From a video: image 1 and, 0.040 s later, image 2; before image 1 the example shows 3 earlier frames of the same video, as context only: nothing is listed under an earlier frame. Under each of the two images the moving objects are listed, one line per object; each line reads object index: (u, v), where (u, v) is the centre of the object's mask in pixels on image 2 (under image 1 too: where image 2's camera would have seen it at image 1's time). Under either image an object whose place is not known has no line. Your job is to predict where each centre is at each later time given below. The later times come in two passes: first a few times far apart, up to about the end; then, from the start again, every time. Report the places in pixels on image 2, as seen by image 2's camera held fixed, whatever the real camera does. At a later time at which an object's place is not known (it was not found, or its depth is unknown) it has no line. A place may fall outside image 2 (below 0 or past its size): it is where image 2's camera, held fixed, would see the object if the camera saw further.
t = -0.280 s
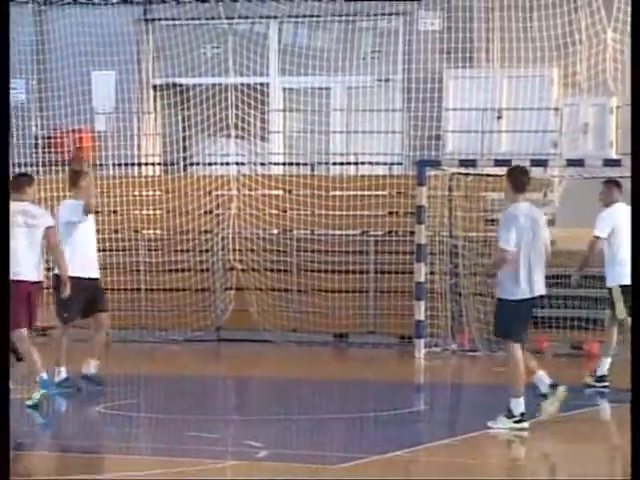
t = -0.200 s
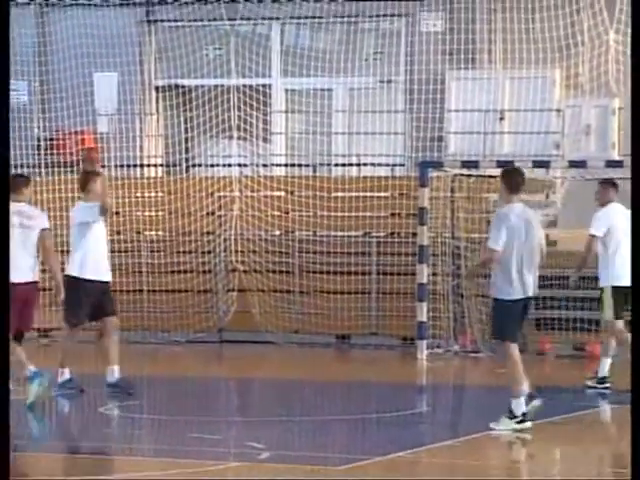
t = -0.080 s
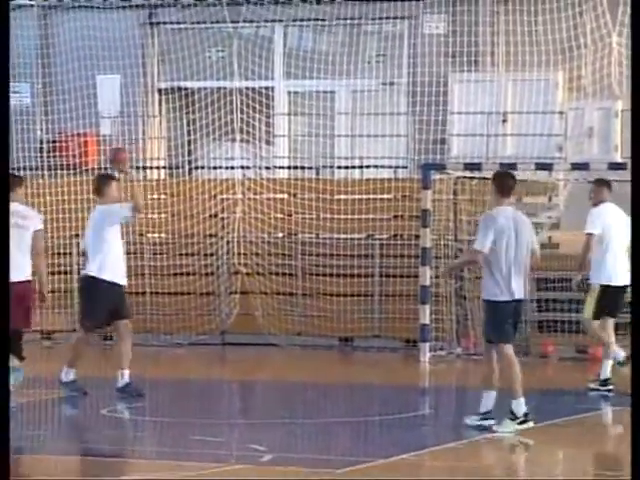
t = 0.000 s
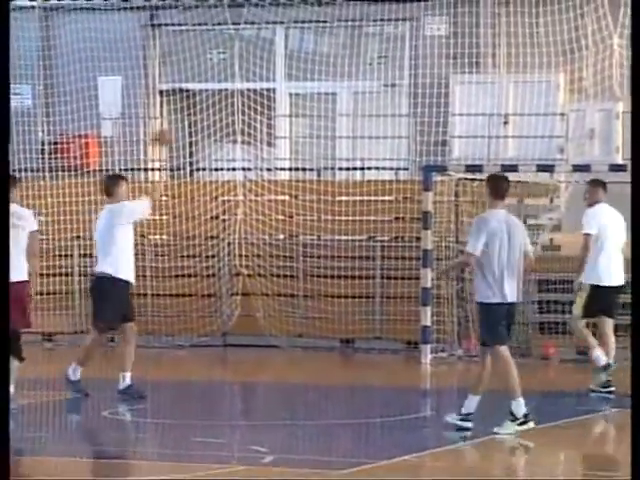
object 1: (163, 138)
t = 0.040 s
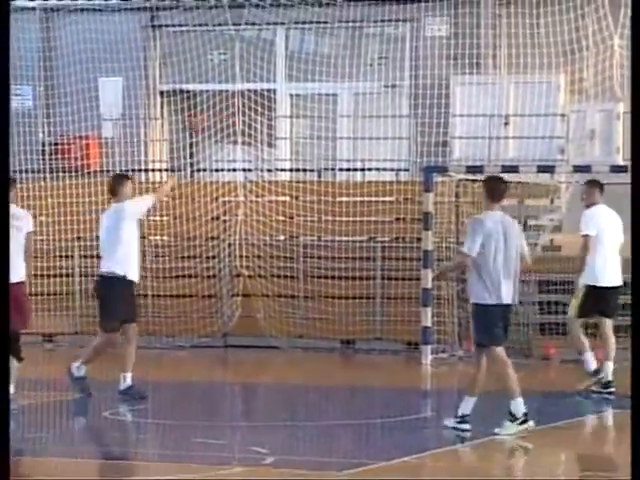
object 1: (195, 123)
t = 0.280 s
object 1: (365, 75)
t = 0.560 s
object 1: (541, 100)
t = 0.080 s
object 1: (226, 111)
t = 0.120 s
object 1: (256, 99)
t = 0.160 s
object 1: (281, 89)
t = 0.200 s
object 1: (311, 84)
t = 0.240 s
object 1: (338, 75)
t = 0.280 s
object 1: (365, 75)
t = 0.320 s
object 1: (393, 73)
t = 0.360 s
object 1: (420, 71)
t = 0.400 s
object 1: (444, 75)
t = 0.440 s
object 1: (470, 81)
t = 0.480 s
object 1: (493, 84)
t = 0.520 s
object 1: (519, 92)
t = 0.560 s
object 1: (541, 100)
